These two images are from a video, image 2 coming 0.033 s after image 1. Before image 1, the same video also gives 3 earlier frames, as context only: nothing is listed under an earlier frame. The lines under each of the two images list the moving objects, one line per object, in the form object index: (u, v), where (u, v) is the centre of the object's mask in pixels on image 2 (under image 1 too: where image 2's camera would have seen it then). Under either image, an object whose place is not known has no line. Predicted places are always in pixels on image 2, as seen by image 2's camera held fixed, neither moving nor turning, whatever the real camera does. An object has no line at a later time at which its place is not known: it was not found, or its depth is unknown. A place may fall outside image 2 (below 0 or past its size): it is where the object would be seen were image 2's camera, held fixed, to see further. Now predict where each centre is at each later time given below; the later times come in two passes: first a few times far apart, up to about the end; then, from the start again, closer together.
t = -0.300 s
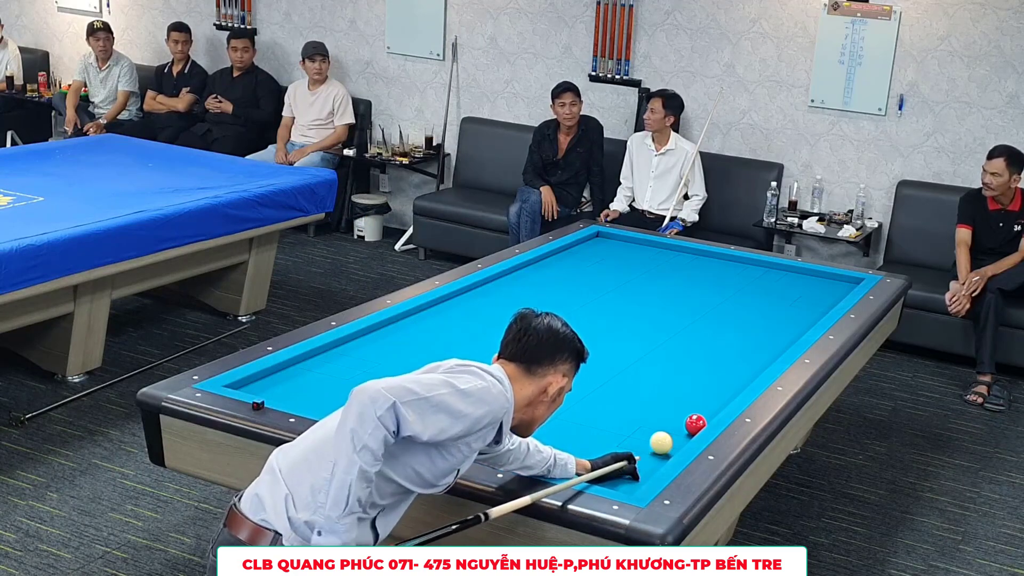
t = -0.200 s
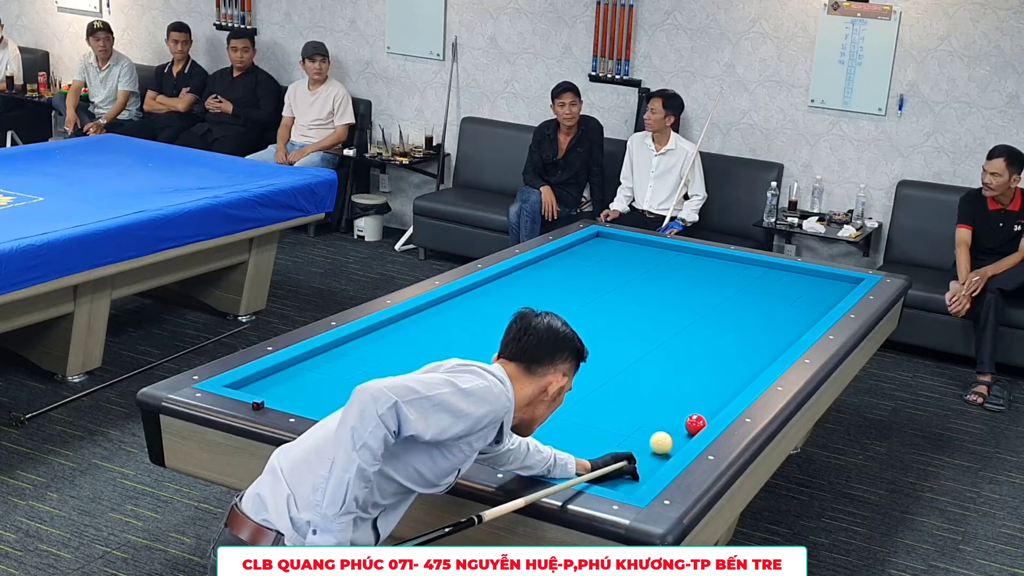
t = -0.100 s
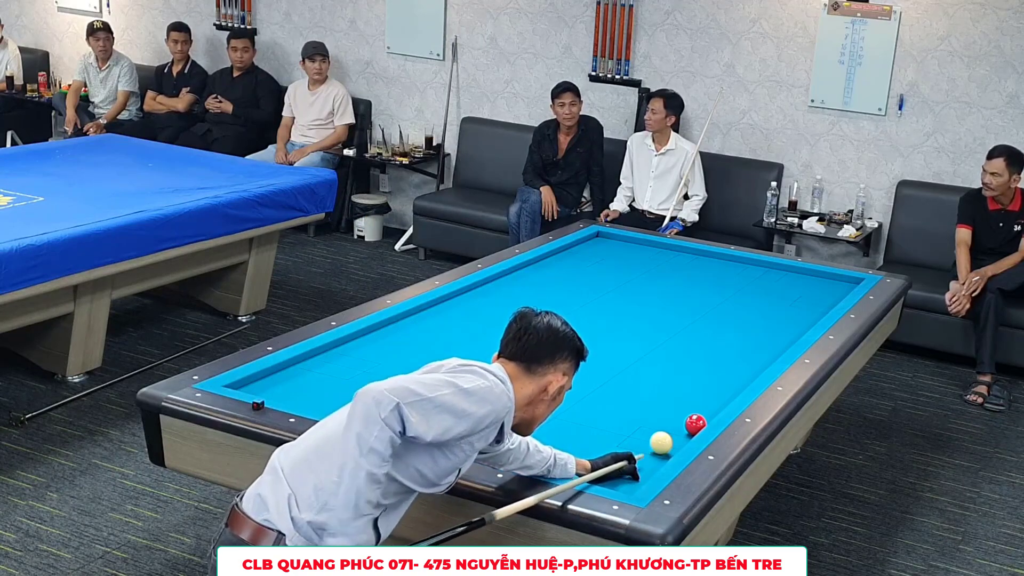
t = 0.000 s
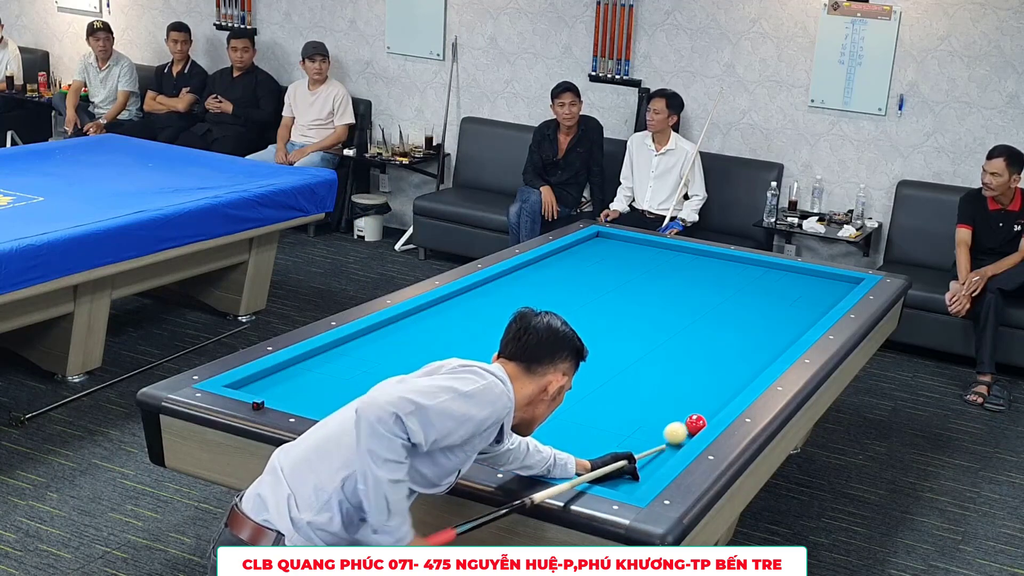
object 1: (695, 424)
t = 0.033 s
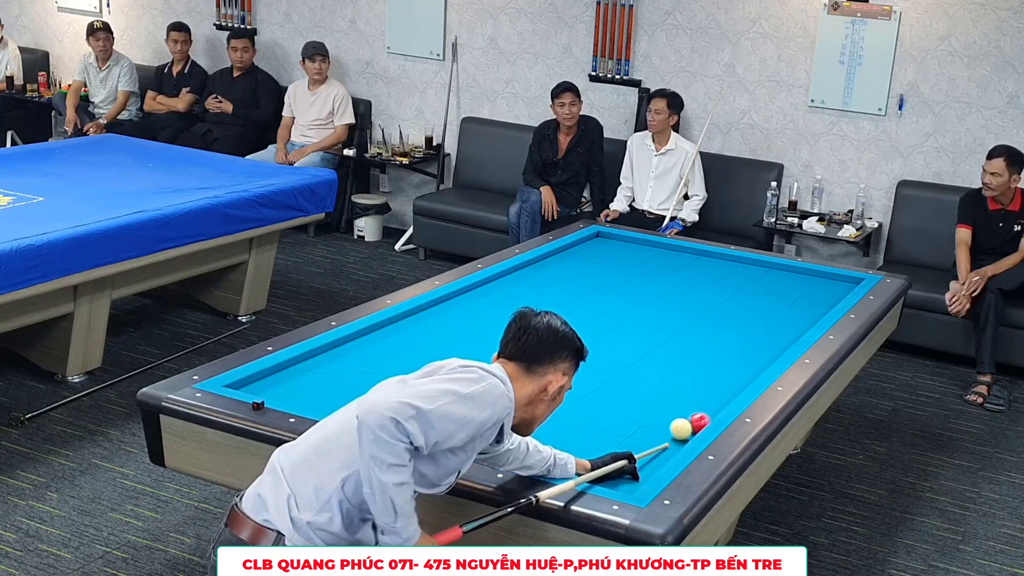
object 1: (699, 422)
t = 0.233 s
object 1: (703, 397)
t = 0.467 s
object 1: (705, 373)
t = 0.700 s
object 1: (708, 352)
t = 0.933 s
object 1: (710, 333)
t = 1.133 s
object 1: (712, 319)
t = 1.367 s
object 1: (714, 303)
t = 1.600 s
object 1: (715, 289)
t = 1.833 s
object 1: (717, 276)
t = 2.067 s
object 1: (719, 265)
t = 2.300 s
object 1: (717, 256)
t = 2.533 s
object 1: (695, 259)
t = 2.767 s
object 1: (674, 261)
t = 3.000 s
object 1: (653, 264)
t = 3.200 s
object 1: (634, 266)
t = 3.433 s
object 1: (612, 269)
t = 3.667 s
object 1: (591, 272)
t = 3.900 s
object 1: (569, 274)
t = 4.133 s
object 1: (547, 277)
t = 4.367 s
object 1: (525, 280)
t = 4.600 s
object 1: (503, 283)
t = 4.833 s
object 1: (481, 286)
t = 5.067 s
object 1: (477, 291)
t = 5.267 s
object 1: (473, 296)
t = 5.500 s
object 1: (469, 301)
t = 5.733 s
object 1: (465, 307)
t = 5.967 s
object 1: (461, 313)
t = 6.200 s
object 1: (458, 318)
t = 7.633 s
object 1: (424, 352)
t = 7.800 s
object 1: (426, 357)
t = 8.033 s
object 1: (421, 362)
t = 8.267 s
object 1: (417, 368)
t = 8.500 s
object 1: (412, 373)
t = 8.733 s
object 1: (407, 379)
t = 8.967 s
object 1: (403, 384)
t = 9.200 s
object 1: (398, 389)
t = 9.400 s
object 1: (395, 393)
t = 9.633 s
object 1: (390, 398)
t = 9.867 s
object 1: (386, 403)
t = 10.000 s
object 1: (384, 405)
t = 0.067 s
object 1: (701, 418)
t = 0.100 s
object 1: (701, 413)
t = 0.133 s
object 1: (702, 409)
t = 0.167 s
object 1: (702, 404)
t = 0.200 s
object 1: (702, 400)
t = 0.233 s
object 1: (703, 397)
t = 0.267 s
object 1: (703, 393)
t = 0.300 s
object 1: (704, 390)
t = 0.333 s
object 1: (704, 386)
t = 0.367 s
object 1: (704, 383)
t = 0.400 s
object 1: (705, 380)
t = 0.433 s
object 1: (705, 376)
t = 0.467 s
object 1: (705, 373)
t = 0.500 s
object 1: (706, 370)
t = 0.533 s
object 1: (706, 367)
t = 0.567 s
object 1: (707, 364)
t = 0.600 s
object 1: (707, 361)
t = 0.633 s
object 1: (707, 358)
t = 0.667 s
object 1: (707, 355)
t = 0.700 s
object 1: (708, 352)
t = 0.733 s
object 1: (708, 349)
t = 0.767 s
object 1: (709, 346)
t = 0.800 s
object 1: (709, 344)
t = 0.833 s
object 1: (709, 341)
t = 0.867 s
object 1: (710, 339)
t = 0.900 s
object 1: (710, 336)
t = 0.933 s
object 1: (710, 333)
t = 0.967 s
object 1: (711, 331)
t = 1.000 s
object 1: (711, 328)
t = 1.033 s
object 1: (711, 326)
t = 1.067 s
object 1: (711, 324)
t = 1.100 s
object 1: (712, 321)
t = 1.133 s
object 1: (712, 319)
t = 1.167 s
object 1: (712, 316)
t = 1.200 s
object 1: (712, 314)
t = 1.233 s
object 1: (713, 312)
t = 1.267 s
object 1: (713, 310)
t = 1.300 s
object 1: (713, 308)
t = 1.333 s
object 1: (714, 305)
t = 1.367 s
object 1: (714, 303)
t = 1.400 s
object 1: (714, 301)
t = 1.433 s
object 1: (714, 299)
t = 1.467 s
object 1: (714, 297)
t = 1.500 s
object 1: (715, 295)
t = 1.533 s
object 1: (715, 293)
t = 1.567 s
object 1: (715, 291)
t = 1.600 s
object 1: (715, 289)
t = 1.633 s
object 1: (716, 287)
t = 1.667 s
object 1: (716, 286)
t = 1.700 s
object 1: (716, 284)
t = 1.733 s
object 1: (716, 282)
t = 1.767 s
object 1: (717, 280)
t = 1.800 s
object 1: (717, 278)
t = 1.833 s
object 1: (717, 276)
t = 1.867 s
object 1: (717, 275)
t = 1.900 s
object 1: (717, 273)
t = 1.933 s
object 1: (718, 271)
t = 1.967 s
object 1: (718, 270)
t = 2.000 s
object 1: (718, 268)
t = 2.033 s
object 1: (718, 266)
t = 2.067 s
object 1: (719, 265)
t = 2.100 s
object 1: (719, 263)
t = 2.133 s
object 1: (719, 261)
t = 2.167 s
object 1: (719, 260)
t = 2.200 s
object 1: (719, 258)
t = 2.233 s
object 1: (720, 257)
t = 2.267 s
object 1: (720, 256)
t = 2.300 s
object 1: (717, 256)
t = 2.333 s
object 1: (713, 256)
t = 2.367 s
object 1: (710, 257)
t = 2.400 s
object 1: (707, 257)
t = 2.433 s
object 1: (704, 258)
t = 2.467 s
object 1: (701, 258)
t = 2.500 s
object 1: (698, 258)
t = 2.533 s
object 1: (695, 259)
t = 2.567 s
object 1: (692, 259)
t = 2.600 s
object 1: (689, 260)
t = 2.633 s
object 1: (686, 260)
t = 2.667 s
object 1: (683, 260)
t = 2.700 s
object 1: (680, 261)
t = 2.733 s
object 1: (677, 261)
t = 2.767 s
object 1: (674, 261)
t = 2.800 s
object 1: (671, 262)
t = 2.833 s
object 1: (668, 262)
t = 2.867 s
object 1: (665, 263)
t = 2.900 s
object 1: (662, 263)
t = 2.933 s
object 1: (659, 263)
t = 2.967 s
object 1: (655, 264)
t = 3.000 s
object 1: (653, 264)
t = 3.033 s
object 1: (649, 265)
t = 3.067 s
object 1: (646, 265)
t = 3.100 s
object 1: (643, 265)
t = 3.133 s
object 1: (640, 266)
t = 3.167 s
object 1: (637, 266)
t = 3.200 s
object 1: (634, 266)
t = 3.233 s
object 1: (631, 267)
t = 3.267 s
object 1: (628, 267)
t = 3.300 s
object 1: (625, 267)
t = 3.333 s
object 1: (622, 268)
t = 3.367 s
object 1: (619, 268)
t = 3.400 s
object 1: (616, 268)
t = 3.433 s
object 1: (612, 269)
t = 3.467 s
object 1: (609, 269)
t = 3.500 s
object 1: (606, 270)
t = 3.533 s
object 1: (603, 270)
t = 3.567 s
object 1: (600, 270)
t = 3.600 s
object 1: (597, 271)
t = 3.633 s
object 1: (594, 271)
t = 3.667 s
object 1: (591, 272)
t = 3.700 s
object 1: (588, 272)
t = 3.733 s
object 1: (584, 272)
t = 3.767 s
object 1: (581, 273)
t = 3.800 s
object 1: (578, 273)
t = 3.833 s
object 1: (575, 274)
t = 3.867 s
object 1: (572, 274)
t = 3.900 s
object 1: (569, 274)
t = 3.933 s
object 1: (566, 275)
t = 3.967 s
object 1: (563, 275)
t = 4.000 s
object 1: (560, 276)
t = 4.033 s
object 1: (556, 276)
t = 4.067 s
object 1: (553, 276)
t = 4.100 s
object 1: (550, 277)
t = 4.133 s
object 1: (547, 277)
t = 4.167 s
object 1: (544, 277)
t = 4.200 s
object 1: (541, 278)
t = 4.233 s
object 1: (538, 278)
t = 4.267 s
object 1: (535, 279)
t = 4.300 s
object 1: (531, 279)
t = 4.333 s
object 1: (528, 279)
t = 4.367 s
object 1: (525, 280)
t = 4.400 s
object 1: (522, 280)
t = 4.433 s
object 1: (519, 281)
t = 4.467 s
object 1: (516, 281)
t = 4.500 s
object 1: (512, 282)
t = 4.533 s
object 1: (509, 282)
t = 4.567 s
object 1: (506, 282)
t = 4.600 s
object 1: (503, 283)
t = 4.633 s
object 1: (500, 283)
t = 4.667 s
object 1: (497, 284)
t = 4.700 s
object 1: (493, 284)
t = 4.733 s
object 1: (490, 284)
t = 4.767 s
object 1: (487, 285)
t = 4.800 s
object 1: (484, 285)
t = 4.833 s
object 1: (481, 286)
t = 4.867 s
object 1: (480, 287)
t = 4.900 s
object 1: (480, 287)
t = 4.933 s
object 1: (479, 288)
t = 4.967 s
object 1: (478, 289)
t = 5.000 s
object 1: (478, 290)
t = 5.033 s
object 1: (477, 290)
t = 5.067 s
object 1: (477, 291)
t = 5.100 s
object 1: (476, 292)
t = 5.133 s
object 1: (475, 293)
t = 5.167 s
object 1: (475, 294)
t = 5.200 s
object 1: (474, 294)
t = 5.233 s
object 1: (474, 295)
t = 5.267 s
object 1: (473, 296)
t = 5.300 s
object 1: (472, 297)
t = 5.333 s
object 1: (472, 298)
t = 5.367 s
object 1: (471, 298)
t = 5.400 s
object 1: (471, 299)
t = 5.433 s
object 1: (470, 300)
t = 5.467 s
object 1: (469, 301)
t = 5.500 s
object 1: (469, 301)
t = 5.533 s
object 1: (468, 302)
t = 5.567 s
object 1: (468, 303)
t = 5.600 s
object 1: (467, 304)
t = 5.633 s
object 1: (466, 305)
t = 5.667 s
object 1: (466, 306)
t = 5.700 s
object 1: (465, 306)
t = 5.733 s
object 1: (465, 307)
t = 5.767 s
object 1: (464, 308)
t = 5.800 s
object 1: (463, 309)
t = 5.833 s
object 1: (463, 309)
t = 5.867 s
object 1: (462, 310)
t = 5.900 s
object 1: (462, 311)
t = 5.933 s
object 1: (461, 312)
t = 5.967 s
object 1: (461, 313)
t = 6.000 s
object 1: (461, 313)
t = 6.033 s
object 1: (460, 314)
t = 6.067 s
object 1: (460, 315)
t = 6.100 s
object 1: (459, 316)
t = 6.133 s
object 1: (459, 316)
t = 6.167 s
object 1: (458, 317)
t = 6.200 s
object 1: (458, 318)
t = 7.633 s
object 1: (424, 352)
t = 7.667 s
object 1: (427, 353)
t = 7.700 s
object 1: (427, 355)
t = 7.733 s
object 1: (427, 356)
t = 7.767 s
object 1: (426, 356)
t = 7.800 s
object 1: (426, 357)
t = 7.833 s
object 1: (425, 358)
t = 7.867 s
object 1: (424, 359)
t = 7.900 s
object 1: (424, 359)
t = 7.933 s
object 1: (423, 360)
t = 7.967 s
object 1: (422, 361)
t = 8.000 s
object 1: (422, 362)
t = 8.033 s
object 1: (421, 362)
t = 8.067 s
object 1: (420, 363)
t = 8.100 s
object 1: (420, 364)
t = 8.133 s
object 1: (419, 365)
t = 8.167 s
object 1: (418, 366)
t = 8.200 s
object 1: (418, 366)
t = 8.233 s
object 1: (417, 367)
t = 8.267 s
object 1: (417, 368)
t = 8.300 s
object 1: (416, 369)
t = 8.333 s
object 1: (415, 369)
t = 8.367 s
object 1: (415, 370)
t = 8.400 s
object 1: (414, 371)
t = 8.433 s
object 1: (413, 372)
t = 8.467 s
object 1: (413, 372)
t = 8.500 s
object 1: (412, 373)
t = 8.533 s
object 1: (411, 374)
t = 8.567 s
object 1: (411, 375)
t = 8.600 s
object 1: (410, 376)
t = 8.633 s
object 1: (410, 376)
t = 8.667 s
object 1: (409, 377)
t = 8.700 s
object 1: (408, 378)
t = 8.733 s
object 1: (407, 379)
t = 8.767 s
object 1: (407, 380)
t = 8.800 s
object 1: (406, 380)
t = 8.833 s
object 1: (405, 381)
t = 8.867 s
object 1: (405, 382)
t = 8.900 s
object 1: (404, 383)
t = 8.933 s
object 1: (404, 383)
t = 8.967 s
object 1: (403, 384)
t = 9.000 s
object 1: (402, 385)
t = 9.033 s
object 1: (402, 386)
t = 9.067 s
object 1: (401, 386)
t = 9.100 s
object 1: (400, 387)
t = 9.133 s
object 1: (400, 388)
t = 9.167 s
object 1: (399, 389)
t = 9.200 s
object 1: (398, 389)
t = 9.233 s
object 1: (398, 390)
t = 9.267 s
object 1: (397, 391)
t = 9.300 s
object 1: (396, 391)
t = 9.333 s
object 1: (396, 392)
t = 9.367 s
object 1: (395, 393)
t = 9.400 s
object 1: (395, 393)
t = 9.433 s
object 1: (394, 394)
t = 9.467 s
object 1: (393, 395)
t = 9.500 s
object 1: (393, 395)
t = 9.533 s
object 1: (392, 396)
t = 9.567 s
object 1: (392, 397)
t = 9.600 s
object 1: (391, 398)
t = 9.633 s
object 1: (390, 398)
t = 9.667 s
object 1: (390, 399)
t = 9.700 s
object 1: (389, 400)
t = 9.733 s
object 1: (389, 400)
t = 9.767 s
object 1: (388, 401)
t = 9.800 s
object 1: (387, 402)
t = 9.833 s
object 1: (387, 402)
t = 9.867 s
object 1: (386, 403)
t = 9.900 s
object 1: (386, 403)
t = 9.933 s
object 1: (385, 404)
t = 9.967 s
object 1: (384, 405)
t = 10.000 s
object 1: (384, 405)
